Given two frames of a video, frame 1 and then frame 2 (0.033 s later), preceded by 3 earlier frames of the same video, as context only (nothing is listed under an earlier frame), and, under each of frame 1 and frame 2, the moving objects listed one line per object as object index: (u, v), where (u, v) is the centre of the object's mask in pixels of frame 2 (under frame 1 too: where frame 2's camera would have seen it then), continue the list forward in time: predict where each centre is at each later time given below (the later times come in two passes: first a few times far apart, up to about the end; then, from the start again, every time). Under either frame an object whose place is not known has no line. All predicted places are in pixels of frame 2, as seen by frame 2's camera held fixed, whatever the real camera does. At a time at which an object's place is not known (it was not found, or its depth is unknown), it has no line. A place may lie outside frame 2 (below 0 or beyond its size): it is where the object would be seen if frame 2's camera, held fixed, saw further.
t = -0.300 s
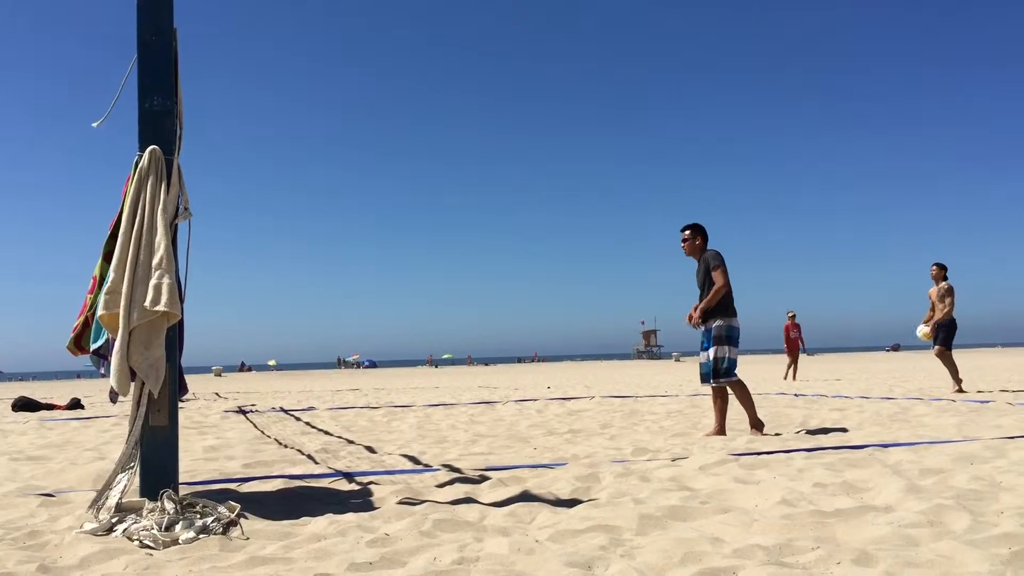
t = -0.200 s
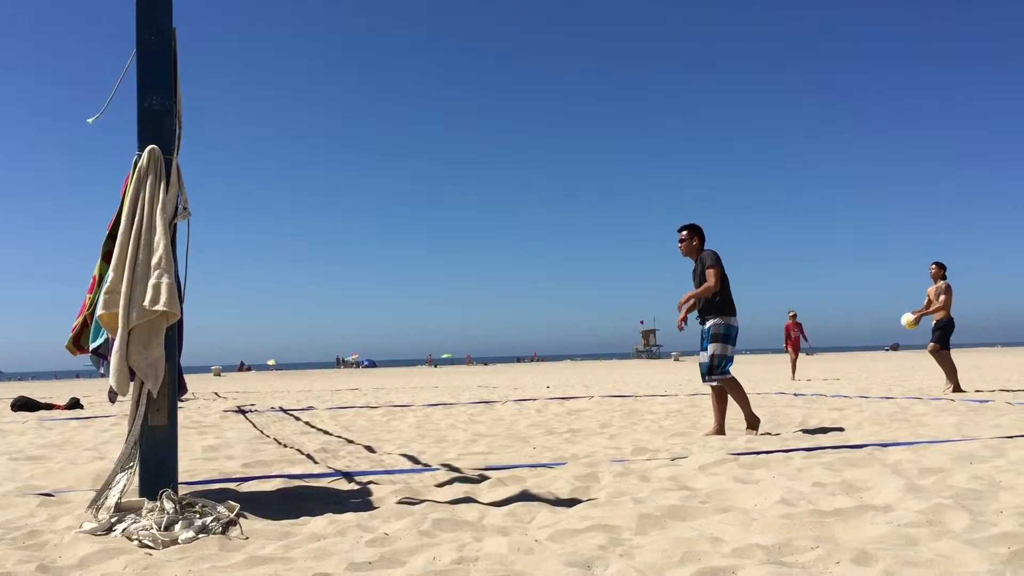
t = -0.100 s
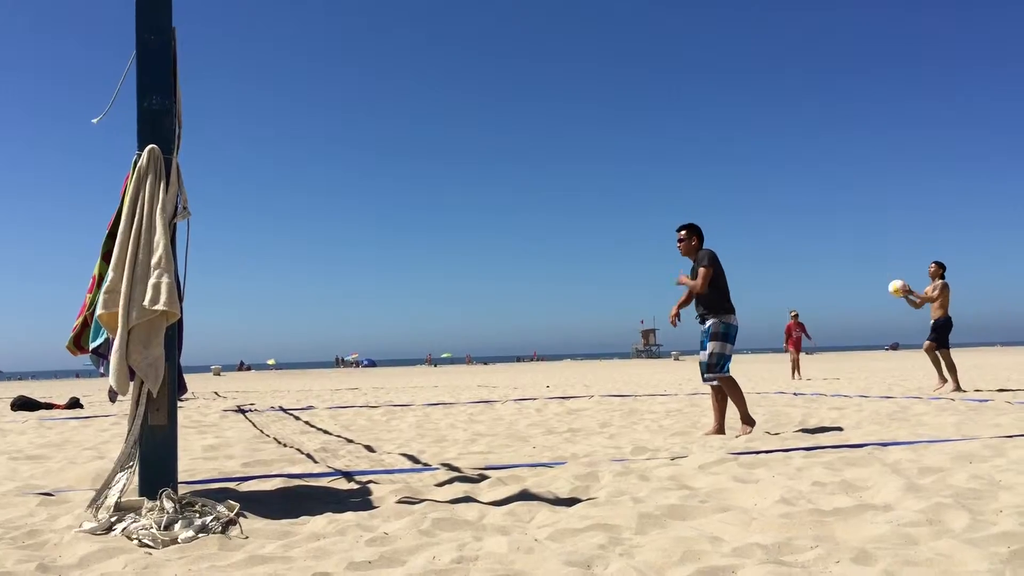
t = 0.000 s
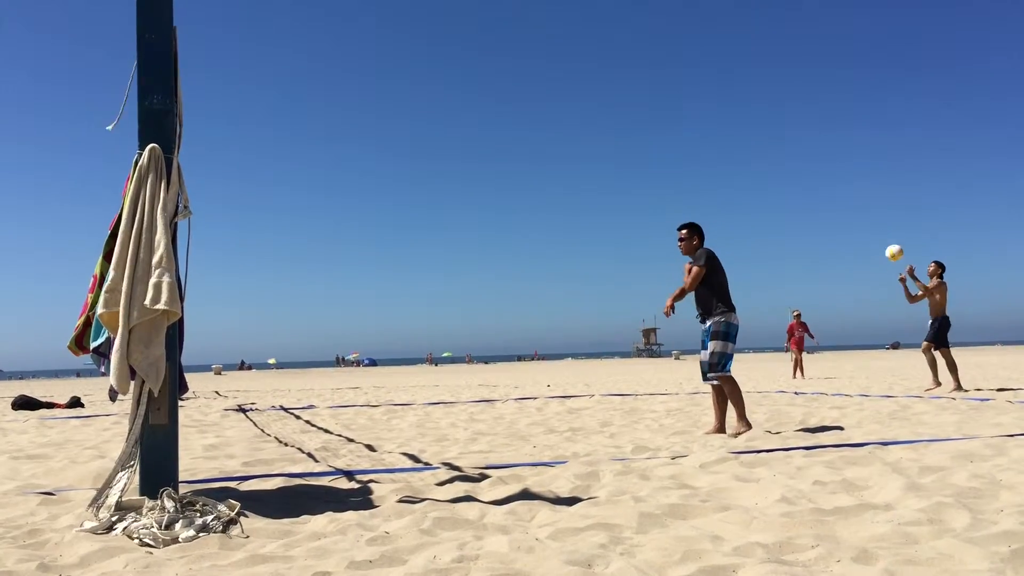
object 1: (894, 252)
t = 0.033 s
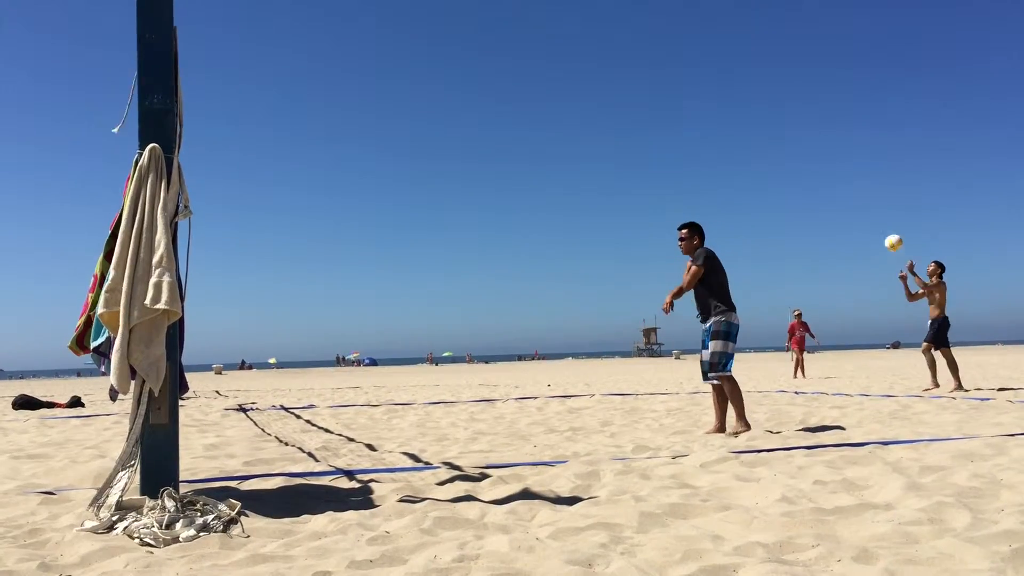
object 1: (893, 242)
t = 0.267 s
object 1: (889, 199)
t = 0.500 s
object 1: (889, 196)
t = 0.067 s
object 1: (892, 234)
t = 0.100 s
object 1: (892, 225)
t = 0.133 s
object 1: (891, 218)
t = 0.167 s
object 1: (890, 212)
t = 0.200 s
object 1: (890, 207)
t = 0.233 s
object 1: (890, 202)
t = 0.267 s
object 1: (889, 199)
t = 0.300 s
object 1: (889, 196)
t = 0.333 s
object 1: (889, 194)
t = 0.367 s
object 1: (889, 193)
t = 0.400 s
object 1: (889, 192)
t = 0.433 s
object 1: (889, 192)
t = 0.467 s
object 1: (889, 194)
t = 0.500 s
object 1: (889, 196)
